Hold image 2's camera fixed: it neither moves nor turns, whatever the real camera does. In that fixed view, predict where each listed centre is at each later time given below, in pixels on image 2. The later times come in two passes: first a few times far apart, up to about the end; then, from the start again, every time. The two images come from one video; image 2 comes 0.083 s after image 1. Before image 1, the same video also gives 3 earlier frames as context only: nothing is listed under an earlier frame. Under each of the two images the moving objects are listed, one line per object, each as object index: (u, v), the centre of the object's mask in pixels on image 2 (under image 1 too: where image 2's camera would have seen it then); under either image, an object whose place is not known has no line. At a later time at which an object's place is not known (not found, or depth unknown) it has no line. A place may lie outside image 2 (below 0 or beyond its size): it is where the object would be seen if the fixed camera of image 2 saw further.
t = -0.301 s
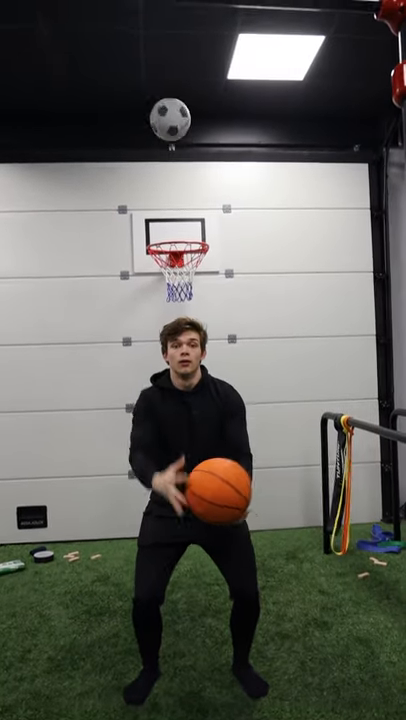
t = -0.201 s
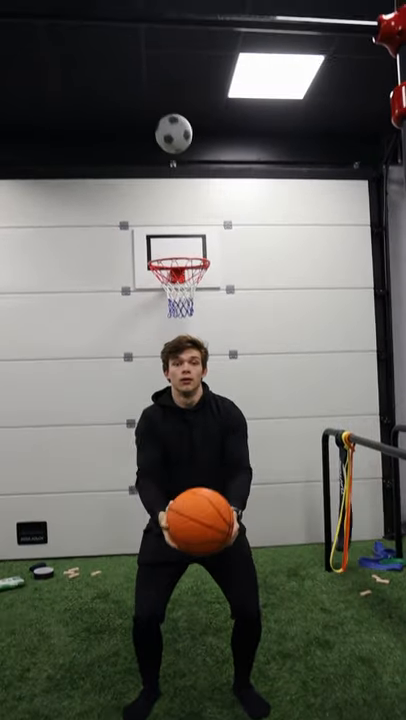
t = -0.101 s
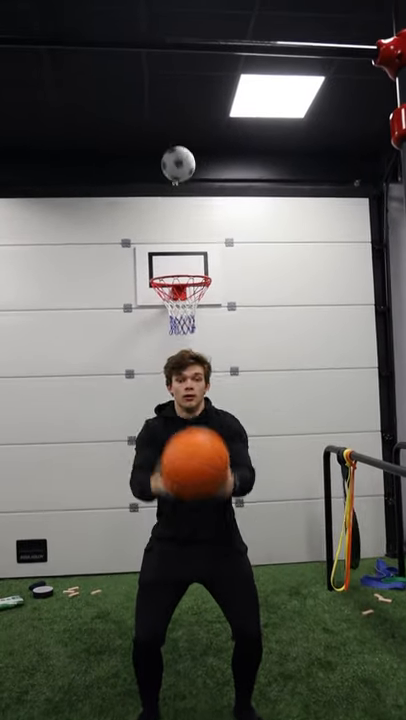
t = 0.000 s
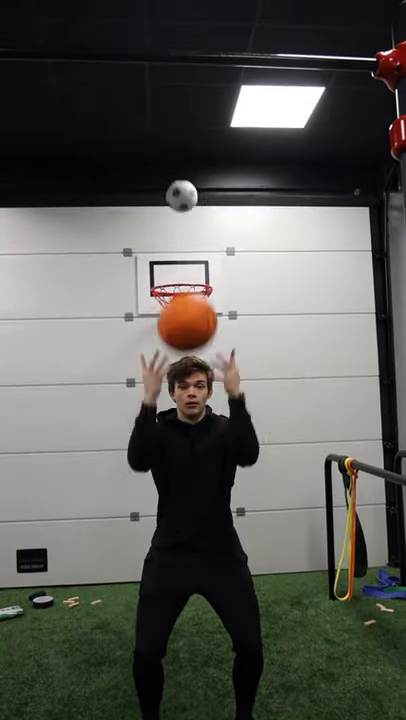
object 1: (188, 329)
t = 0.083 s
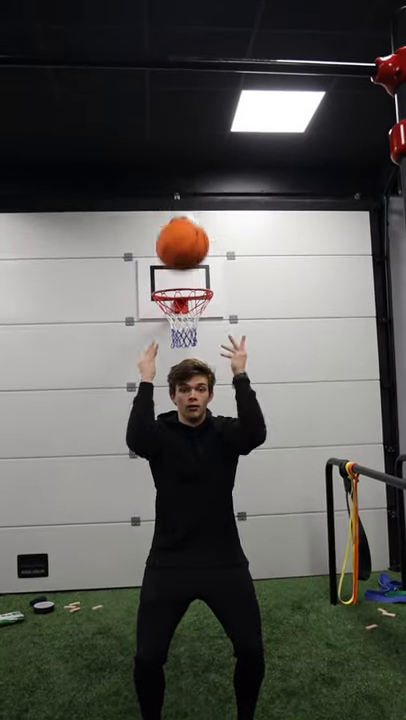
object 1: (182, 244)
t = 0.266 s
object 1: (175, 161)
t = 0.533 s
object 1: (171, 165)
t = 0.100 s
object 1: (181, 231)
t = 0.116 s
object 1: (180, 220)
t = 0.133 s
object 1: (180, 209)
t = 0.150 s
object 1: (179, 200)
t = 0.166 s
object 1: (178, 192)
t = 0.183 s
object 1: (178, 185)
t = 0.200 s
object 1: (177, 180)
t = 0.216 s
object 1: (177, 174)
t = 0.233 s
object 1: (176, 169)
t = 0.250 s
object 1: (176, 165)
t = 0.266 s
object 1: (175, 161)
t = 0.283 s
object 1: (175, 158)
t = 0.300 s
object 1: (174, 155)
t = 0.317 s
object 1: (174, 153)
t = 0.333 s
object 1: (174, 152)
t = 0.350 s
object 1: (173, 150)
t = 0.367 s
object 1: (173, 150)
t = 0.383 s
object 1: (173, 149)
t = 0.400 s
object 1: (173, 150)
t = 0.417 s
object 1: (172, 150)
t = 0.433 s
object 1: (172, 151)
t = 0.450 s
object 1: (172, 153)
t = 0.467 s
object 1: (172, 155)
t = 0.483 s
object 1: (172, 157)
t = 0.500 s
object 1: (171, 159)
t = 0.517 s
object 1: (171, 162)
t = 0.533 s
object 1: (171, 165)
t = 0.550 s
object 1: (171, 168)
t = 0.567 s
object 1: (171, 172)
